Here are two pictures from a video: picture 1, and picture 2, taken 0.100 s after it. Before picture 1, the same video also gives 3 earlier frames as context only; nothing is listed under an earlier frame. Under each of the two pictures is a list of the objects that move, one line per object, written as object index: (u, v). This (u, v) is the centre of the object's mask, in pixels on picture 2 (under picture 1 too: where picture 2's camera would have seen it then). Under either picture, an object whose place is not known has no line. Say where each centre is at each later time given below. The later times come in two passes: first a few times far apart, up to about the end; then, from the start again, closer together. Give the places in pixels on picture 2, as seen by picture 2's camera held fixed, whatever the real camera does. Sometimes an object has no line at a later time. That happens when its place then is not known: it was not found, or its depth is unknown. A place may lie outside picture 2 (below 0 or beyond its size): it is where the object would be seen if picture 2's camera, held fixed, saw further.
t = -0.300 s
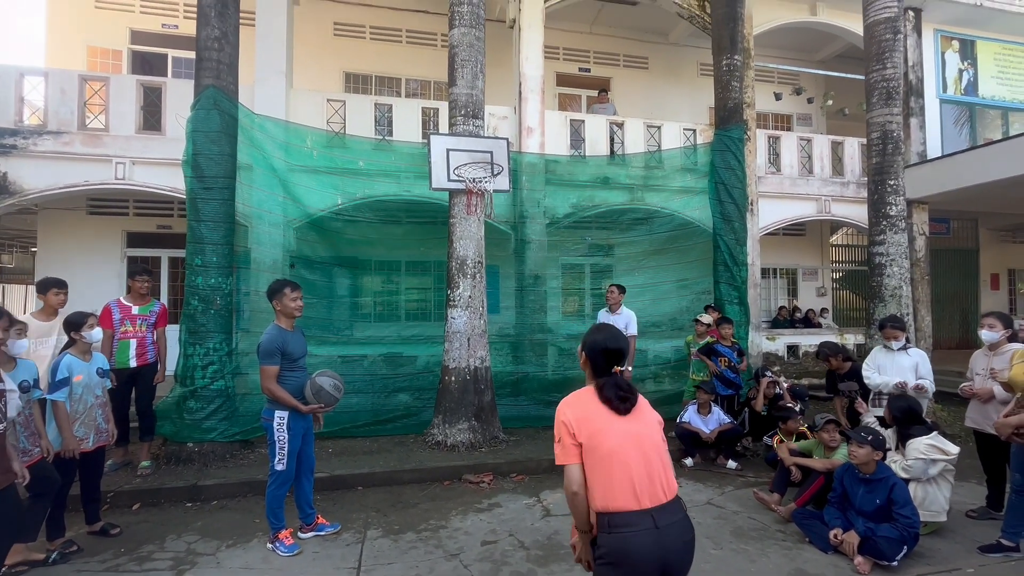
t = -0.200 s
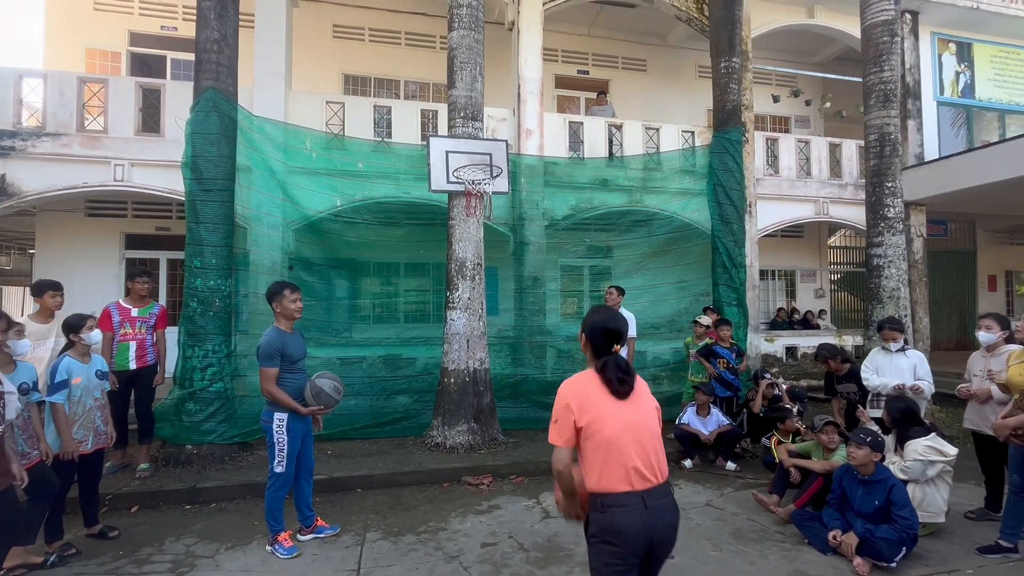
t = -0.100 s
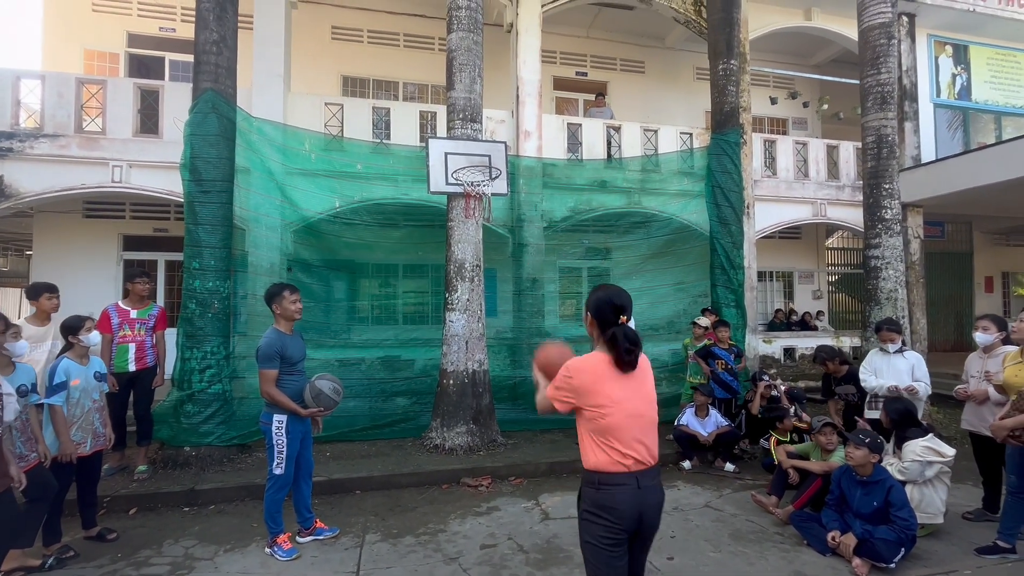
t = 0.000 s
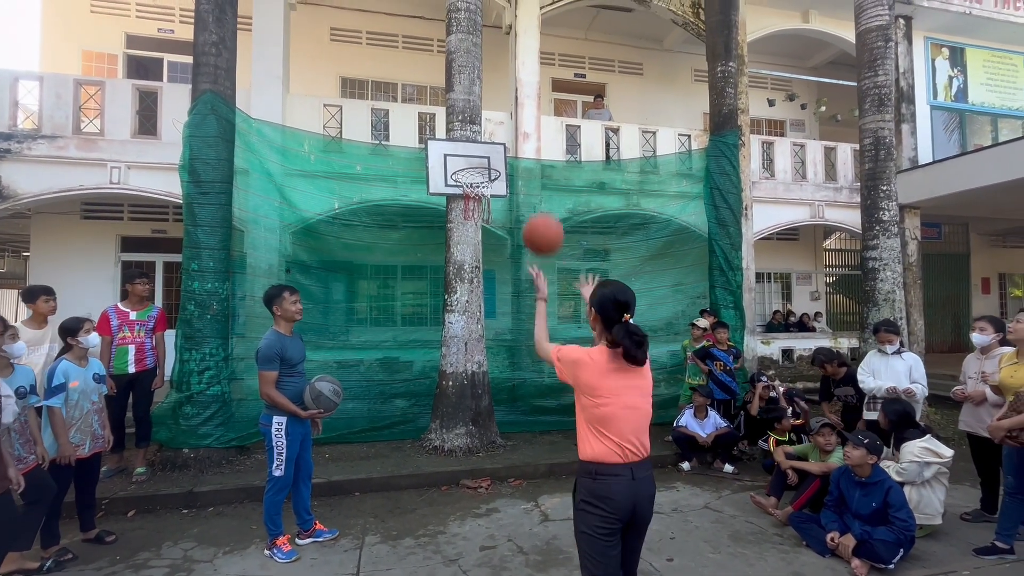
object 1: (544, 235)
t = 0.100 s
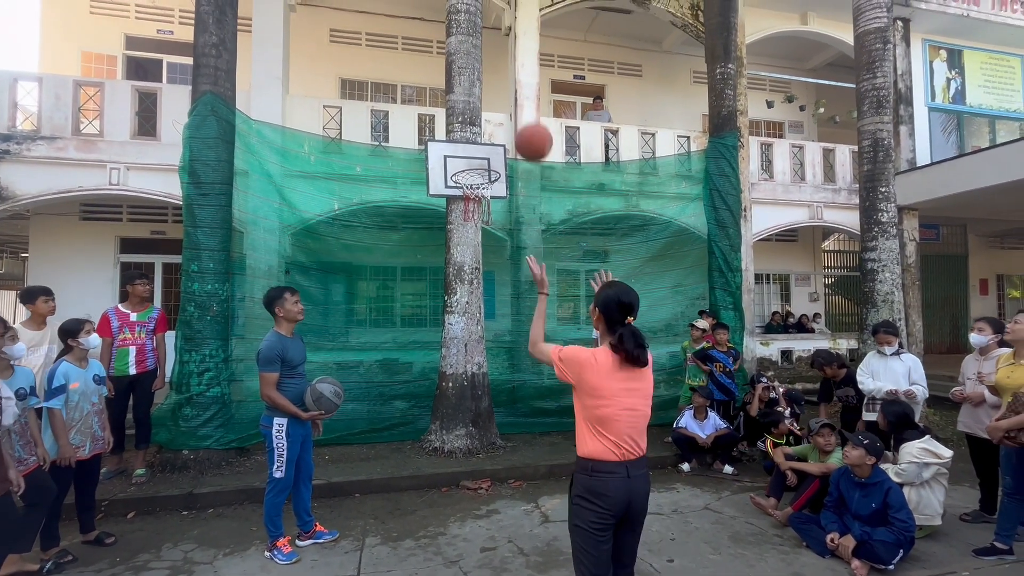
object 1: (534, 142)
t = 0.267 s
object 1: (521, 49)
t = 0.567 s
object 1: (504, 12)
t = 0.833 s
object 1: (494, 69)
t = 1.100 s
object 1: (482, 181)
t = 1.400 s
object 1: (470, 297)
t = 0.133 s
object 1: (531, 118)
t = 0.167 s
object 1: (528, 96)
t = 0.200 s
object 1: (525, 78)
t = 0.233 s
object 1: (523, 62)
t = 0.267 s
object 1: (521, 49)
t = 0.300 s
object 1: (519, 37)
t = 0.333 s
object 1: (517, 28)
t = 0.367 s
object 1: (515, 21)
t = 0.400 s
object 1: (513, 16)
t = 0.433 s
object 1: (511, 12)
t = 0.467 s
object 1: (509, 10)
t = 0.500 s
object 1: (507, 9)
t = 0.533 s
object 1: (506, 10)
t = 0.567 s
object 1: (504, 12)
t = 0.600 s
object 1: (502, 15)
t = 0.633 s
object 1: (501, 20)
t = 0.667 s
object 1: (499, 26)
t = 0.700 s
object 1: (498, 32)
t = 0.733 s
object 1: (497, 40)
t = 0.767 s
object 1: (497, 49)
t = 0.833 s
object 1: (494, 69)
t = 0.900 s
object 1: (489, 92)
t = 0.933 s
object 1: (489, 105)
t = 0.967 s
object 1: (487, 119)
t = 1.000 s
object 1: (486, 134)
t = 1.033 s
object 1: (484, 149)
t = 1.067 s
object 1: (483, 164)
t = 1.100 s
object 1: (482, 181)
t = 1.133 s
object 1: (479, 198)
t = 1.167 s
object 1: (479, 207)
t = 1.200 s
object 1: (477, 218)
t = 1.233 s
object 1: (476, 230)
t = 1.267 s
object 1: (473, 243)
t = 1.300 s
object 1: (472, 258)
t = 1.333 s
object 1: (469, 273)
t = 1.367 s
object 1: (470, 285)
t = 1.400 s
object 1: (470, 297)
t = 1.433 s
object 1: (470, 312)
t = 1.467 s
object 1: (470, 329)
